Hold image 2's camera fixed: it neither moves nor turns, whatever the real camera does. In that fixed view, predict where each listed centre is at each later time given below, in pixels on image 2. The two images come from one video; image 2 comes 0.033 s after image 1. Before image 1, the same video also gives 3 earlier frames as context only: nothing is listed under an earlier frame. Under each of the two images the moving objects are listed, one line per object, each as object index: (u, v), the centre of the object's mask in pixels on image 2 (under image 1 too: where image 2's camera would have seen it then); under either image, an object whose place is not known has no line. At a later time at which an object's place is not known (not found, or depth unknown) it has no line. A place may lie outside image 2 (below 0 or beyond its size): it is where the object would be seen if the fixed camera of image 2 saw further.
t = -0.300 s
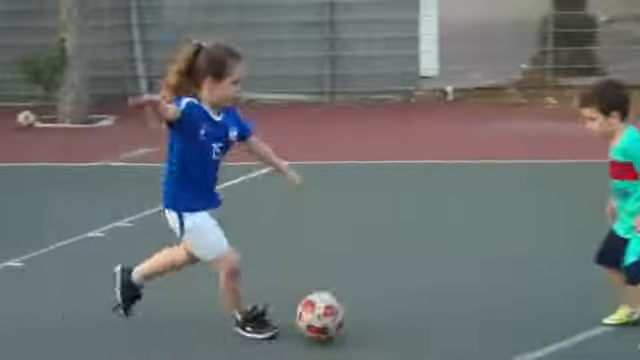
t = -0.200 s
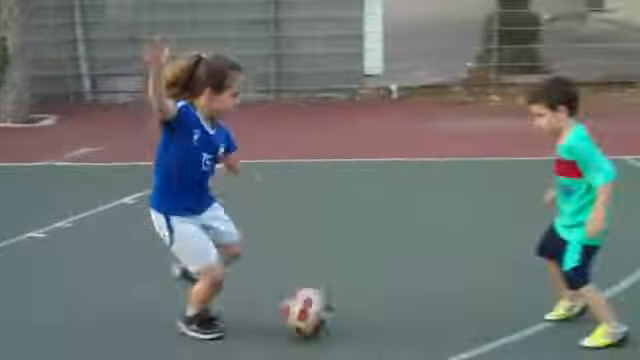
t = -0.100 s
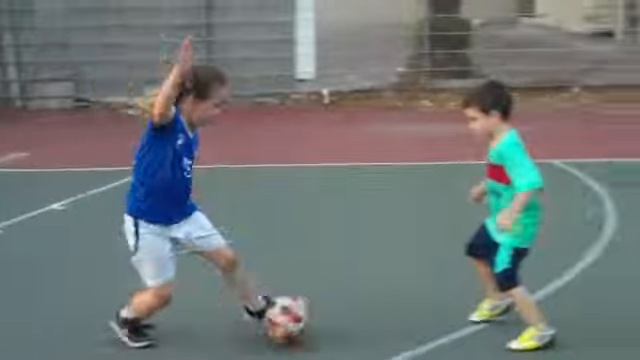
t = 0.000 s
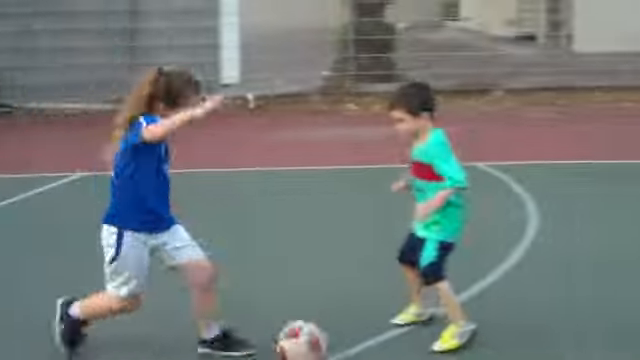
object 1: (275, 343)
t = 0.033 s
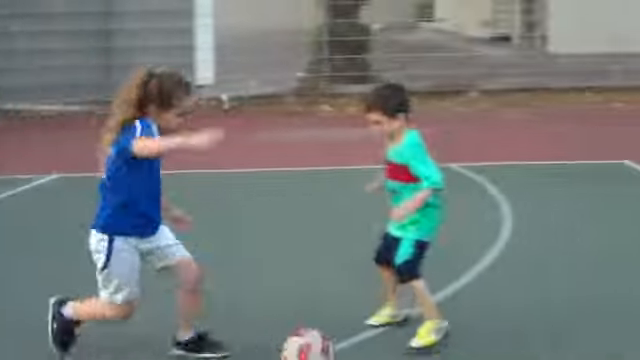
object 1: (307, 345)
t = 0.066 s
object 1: (337, 347)
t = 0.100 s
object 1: (369, 350)
